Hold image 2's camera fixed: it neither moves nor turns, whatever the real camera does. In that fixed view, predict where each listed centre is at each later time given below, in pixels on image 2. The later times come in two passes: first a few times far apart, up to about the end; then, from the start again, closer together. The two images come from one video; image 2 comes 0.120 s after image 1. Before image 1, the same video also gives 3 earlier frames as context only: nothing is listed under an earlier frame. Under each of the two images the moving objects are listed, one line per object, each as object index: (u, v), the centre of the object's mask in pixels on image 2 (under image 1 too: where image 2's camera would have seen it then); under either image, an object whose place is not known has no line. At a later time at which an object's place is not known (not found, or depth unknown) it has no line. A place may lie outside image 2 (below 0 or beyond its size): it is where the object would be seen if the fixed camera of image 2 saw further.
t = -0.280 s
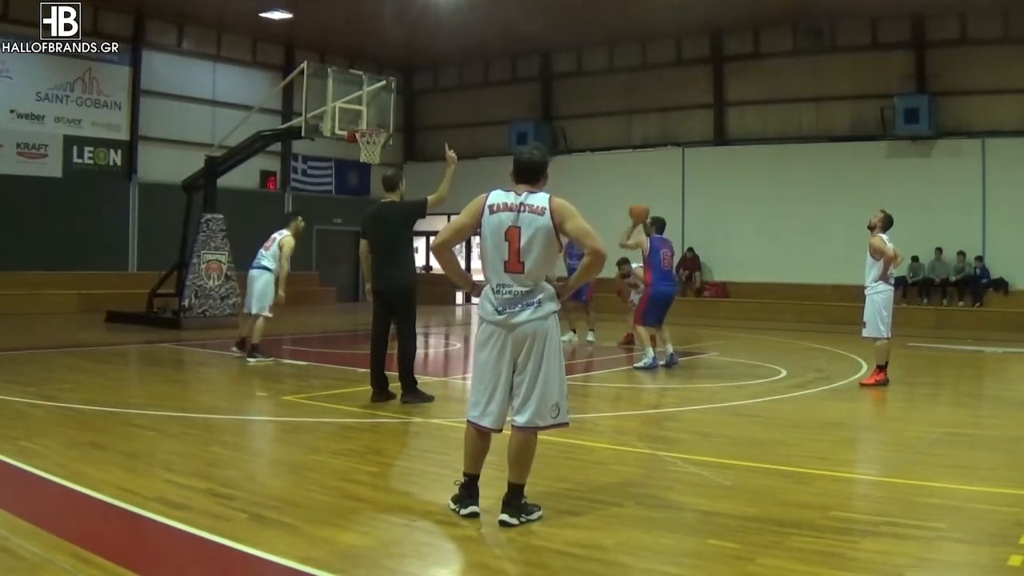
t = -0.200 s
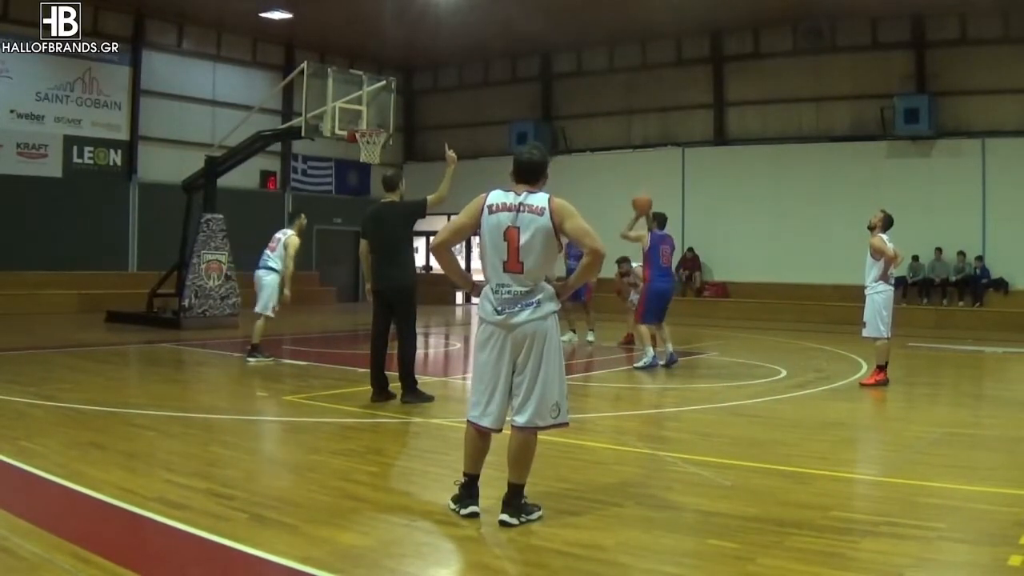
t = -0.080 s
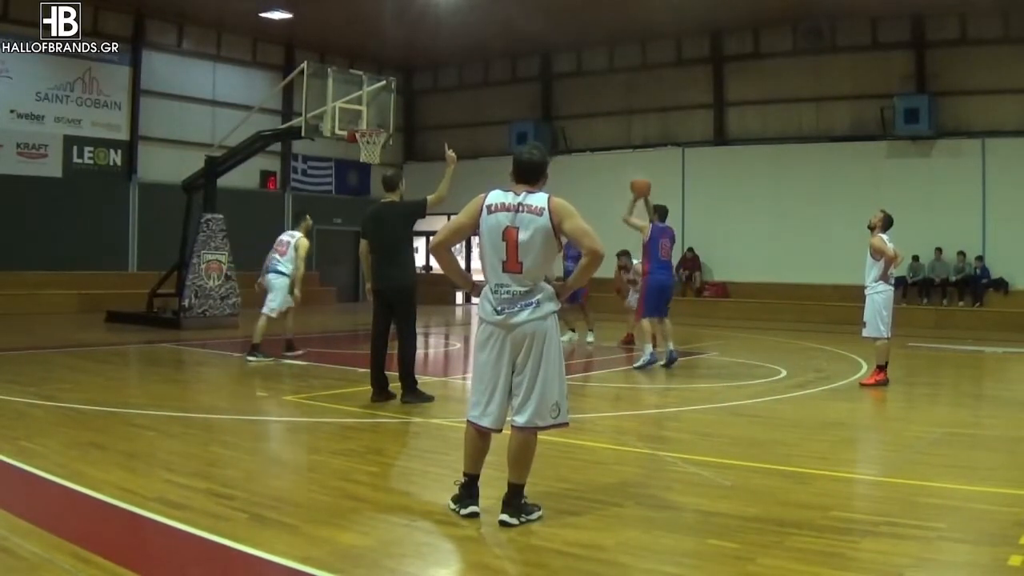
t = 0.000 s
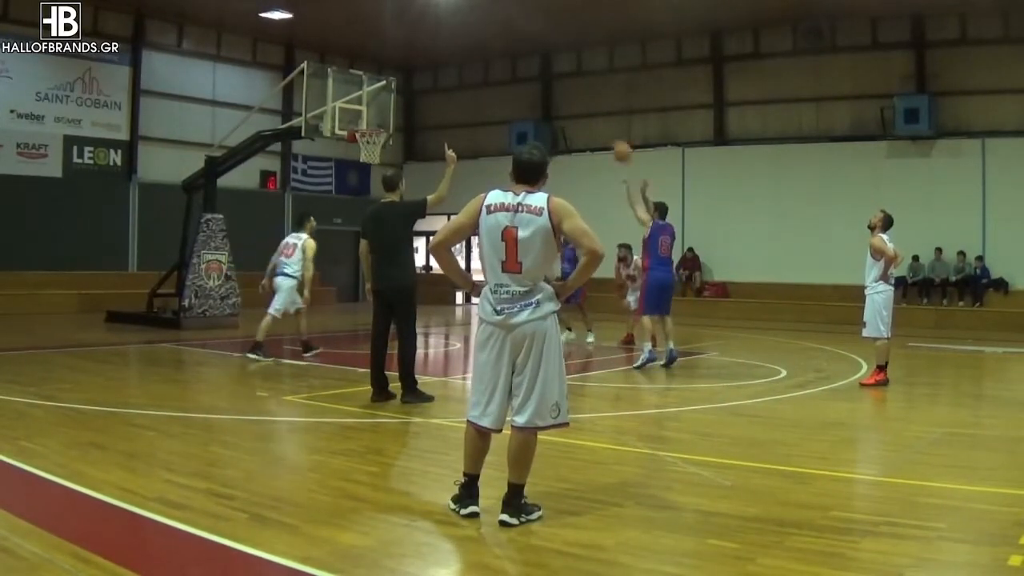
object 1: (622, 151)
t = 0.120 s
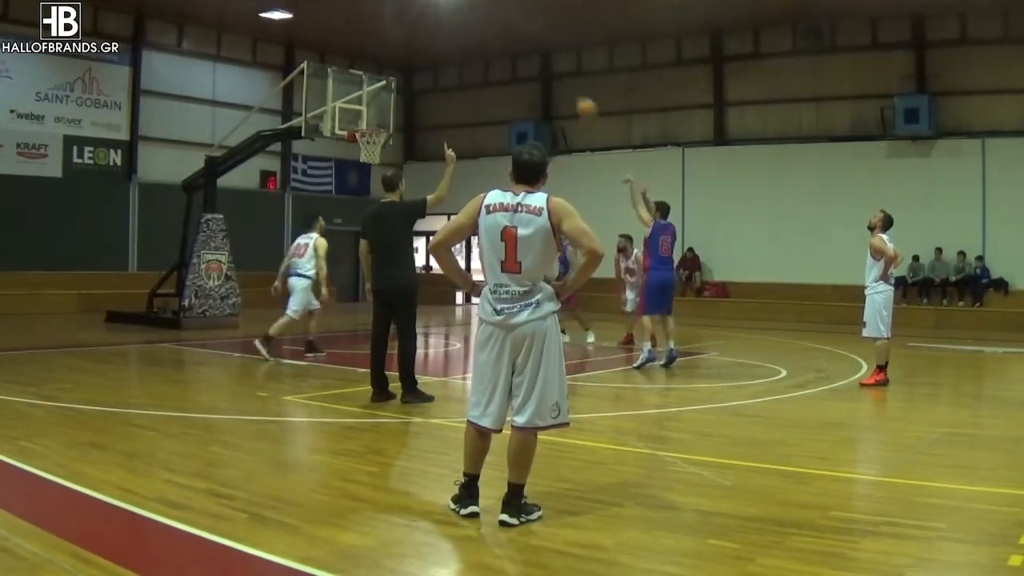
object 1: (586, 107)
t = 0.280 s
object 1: (542, 70)
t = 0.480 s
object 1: (490, 53)
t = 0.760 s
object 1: (423, 74)
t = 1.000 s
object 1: (374, 127)
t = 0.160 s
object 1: (574, 94)
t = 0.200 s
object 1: (563, 85)
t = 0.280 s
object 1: (542, 70)
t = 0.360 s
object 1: (520, 59)
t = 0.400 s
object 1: (510, 55)
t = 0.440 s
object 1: (500, 53)
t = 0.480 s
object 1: (490, 53)
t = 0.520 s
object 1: (480, 52)
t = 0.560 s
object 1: (470, 53)
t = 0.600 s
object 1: (461, 55)
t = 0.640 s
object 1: (451, 58)
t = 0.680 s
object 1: (441, 63)
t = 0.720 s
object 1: (432, 68)
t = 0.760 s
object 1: (423, 74)
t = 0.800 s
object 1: (414, 81)
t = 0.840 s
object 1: (405, 91)
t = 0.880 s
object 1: (397, 99)
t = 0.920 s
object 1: (388, 108)
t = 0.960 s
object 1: (379, 120)
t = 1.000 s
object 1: (374, 127)
